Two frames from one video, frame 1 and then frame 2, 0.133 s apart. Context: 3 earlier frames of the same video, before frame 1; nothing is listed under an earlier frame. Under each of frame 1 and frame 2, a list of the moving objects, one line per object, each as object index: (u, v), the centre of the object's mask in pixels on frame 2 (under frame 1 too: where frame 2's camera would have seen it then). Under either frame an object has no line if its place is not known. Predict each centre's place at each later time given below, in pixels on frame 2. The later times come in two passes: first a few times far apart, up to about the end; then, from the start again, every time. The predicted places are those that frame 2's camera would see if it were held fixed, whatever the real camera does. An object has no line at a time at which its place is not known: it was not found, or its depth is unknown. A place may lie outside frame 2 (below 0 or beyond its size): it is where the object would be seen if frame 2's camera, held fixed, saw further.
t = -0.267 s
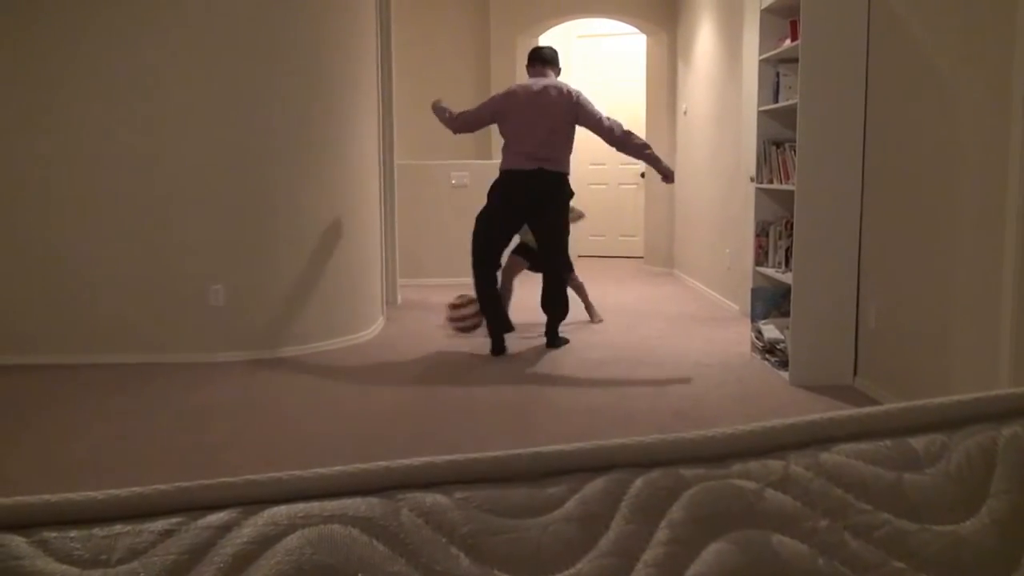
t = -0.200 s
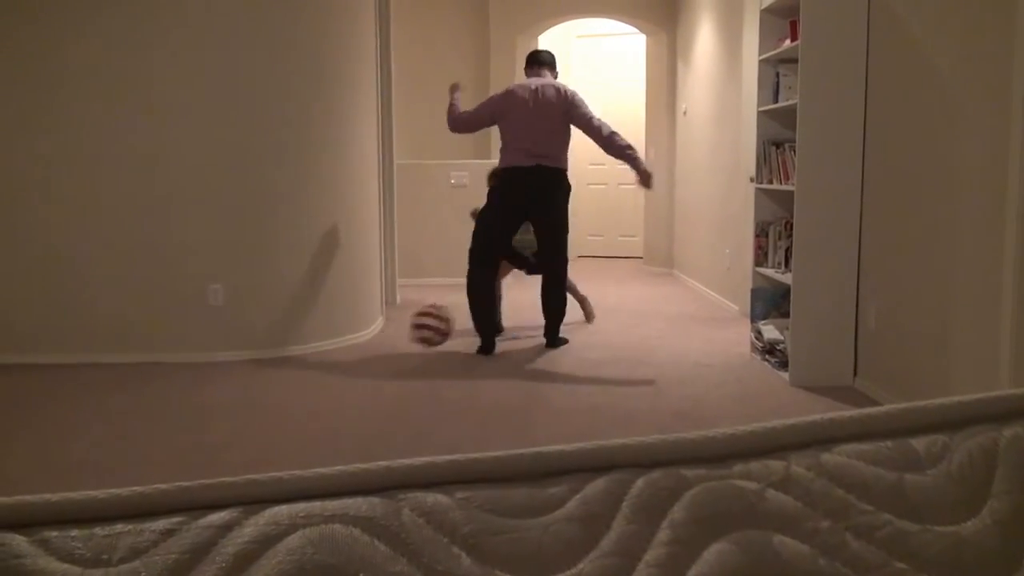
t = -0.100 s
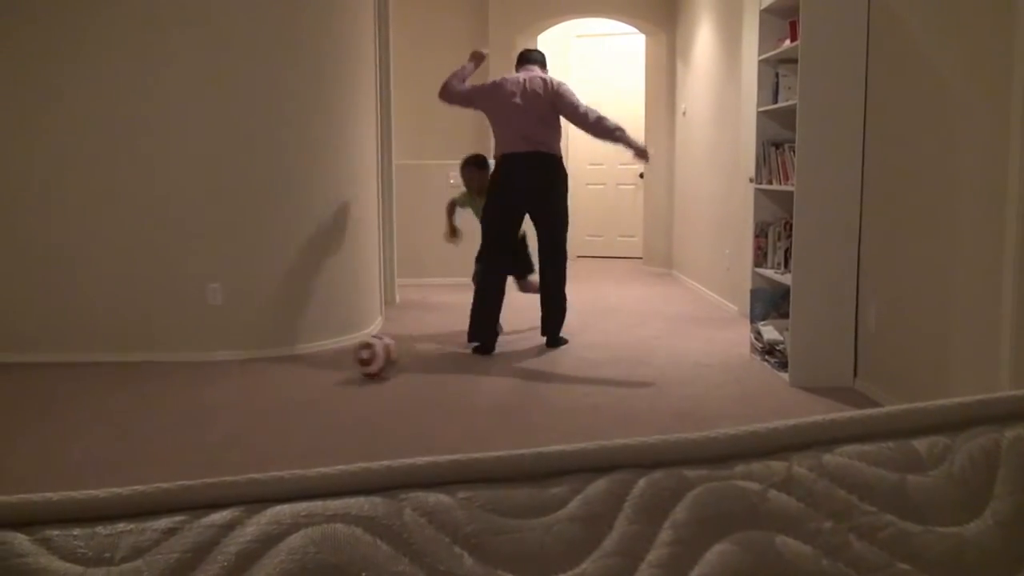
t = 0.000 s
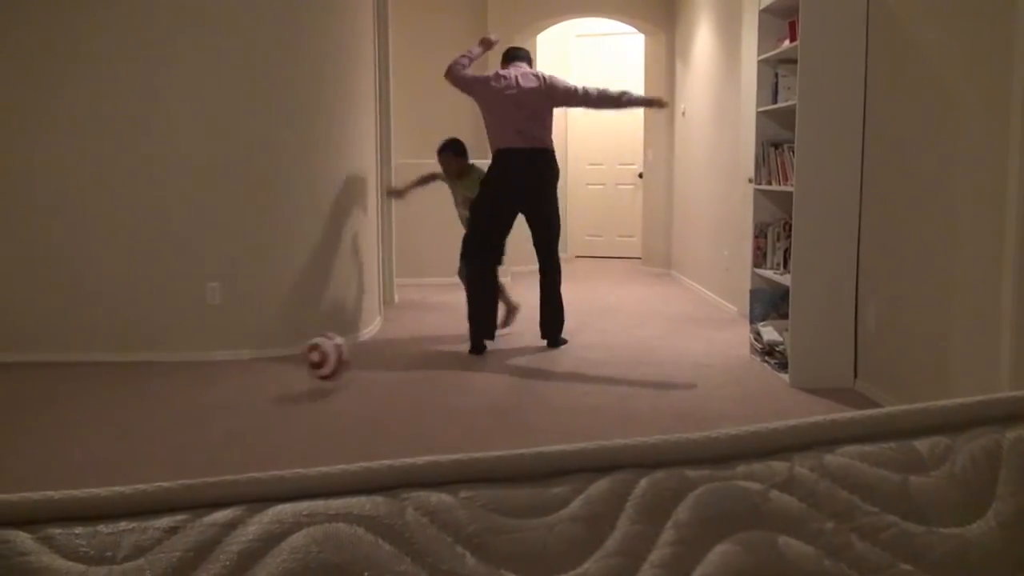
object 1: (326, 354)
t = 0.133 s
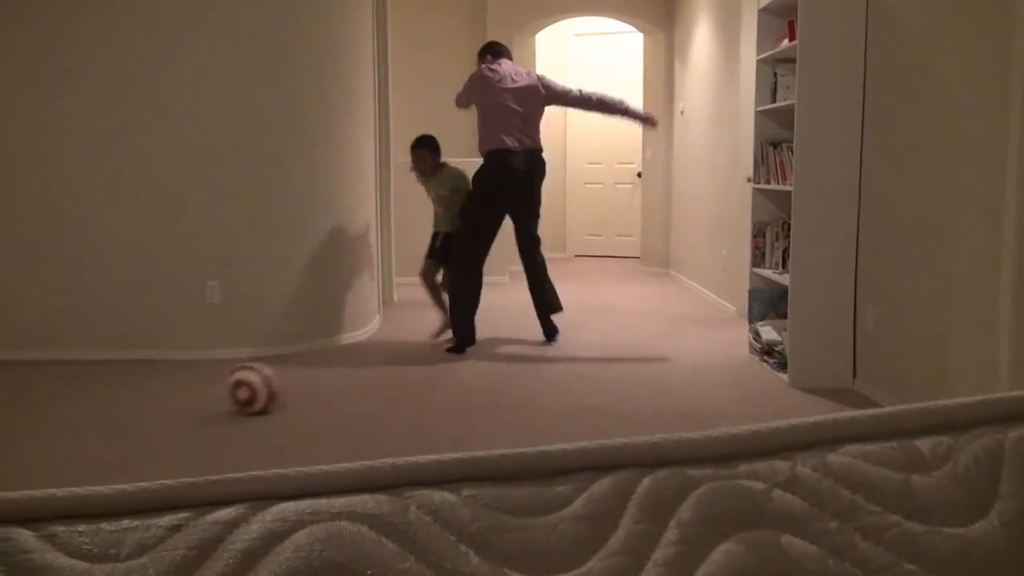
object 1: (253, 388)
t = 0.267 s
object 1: (188, 399)
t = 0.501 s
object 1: (58, 435)
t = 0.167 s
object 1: (237, 389)
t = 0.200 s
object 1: (221, 389)
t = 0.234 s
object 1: (206, 393)
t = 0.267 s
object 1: (188, 399)
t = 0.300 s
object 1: (170, 409)
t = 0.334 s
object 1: (154, 414)
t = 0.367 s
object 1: (140, 415)
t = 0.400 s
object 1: (122, 421)
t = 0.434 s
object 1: (105, 427)
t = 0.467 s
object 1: (83, 431)
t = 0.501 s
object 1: (58, 435)
